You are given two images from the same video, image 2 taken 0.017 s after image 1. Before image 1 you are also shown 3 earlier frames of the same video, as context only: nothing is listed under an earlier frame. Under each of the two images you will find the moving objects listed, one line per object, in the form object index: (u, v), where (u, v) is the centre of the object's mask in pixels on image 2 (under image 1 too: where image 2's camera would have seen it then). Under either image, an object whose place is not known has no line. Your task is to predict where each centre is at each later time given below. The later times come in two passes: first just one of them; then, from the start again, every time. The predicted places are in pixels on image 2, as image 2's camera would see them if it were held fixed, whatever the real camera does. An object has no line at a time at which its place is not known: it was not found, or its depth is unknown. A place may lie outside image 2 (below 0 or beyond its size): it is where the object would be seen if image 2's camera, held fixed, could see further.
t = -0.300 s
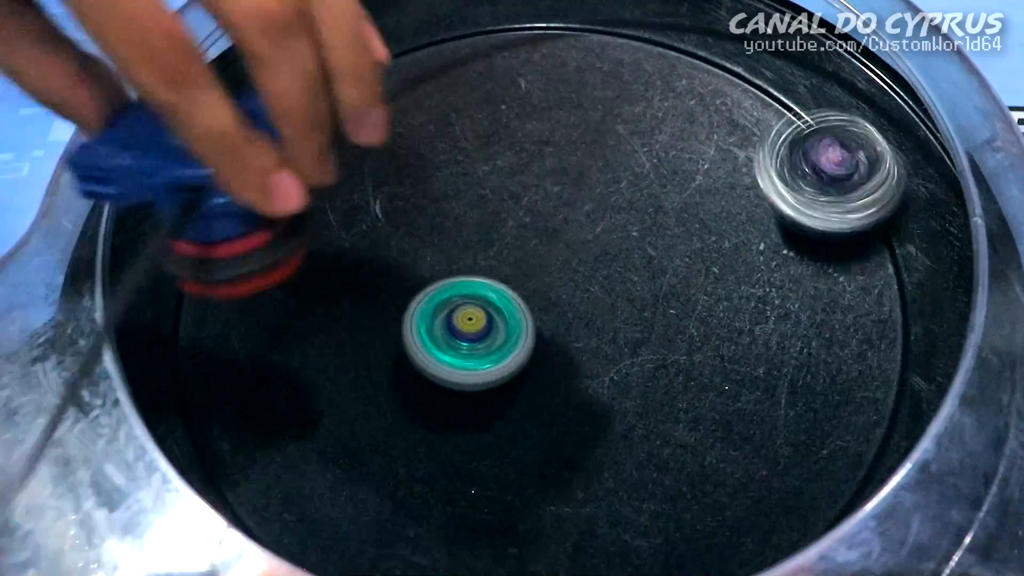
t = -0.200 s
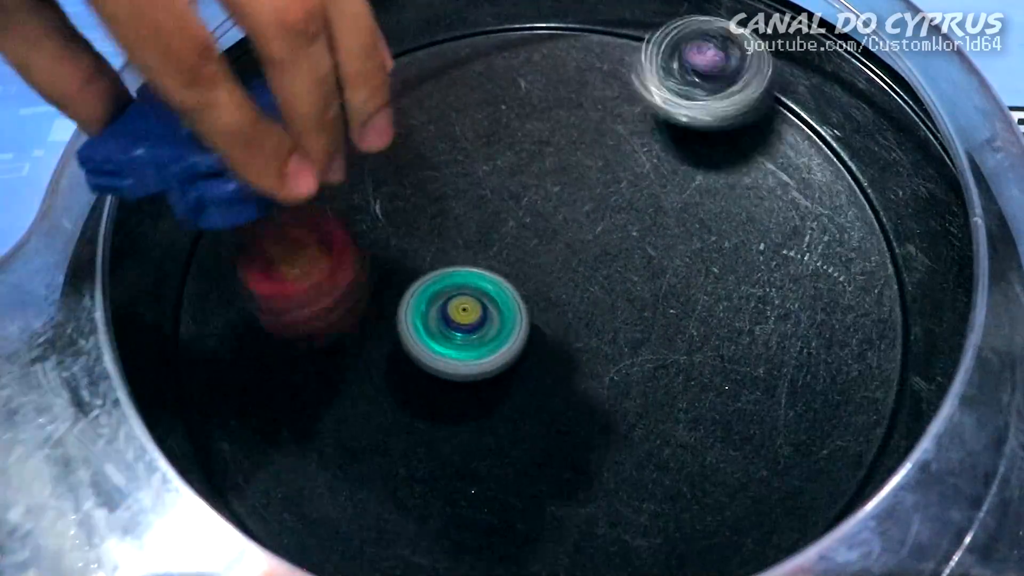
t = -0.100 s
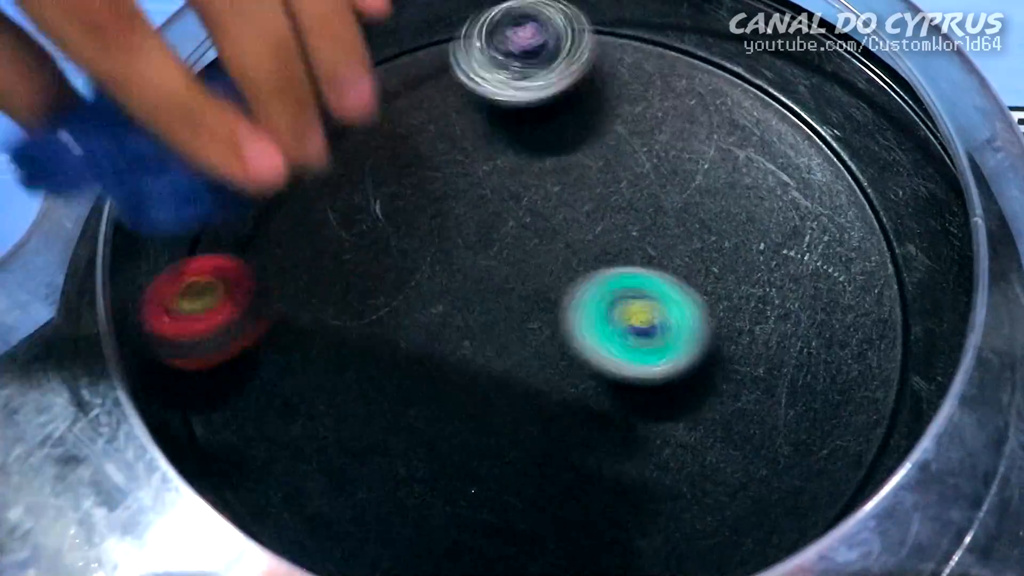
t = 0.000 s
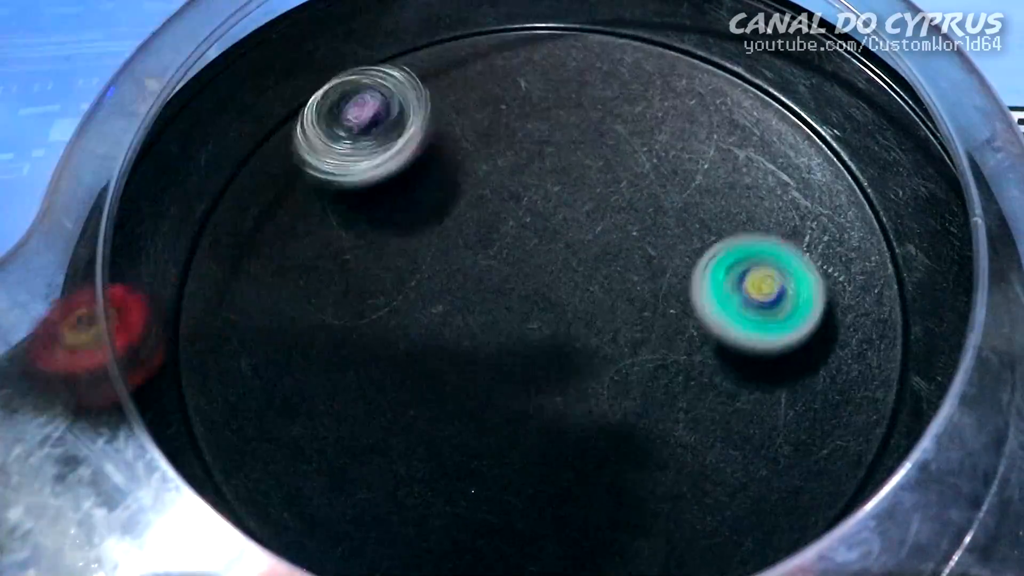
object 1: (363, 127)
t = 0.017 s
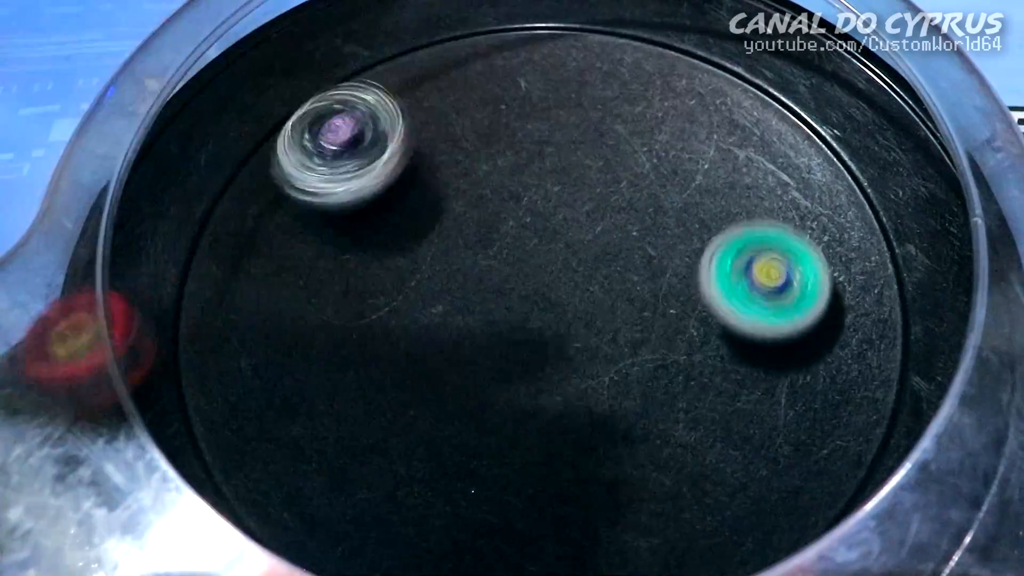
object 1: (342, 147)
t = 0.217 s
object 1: (454, 512)
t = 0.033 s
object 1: (326, 168)
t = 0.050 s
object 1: (309, 192)
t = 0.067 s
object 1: (296, 219)
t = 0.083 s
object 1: (286, 249)
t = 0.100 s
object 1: (280, 280)
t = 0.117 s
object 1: (278, 315)
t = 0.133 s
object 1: (279, 346)
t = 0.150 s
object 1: (285, 380)
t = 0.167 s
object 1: (307, 417)
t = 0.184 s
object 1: (354, 456)
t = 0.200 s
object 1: (401, 490)
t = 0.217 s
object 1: (454, 512)
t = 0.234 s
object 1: (504, 525)
